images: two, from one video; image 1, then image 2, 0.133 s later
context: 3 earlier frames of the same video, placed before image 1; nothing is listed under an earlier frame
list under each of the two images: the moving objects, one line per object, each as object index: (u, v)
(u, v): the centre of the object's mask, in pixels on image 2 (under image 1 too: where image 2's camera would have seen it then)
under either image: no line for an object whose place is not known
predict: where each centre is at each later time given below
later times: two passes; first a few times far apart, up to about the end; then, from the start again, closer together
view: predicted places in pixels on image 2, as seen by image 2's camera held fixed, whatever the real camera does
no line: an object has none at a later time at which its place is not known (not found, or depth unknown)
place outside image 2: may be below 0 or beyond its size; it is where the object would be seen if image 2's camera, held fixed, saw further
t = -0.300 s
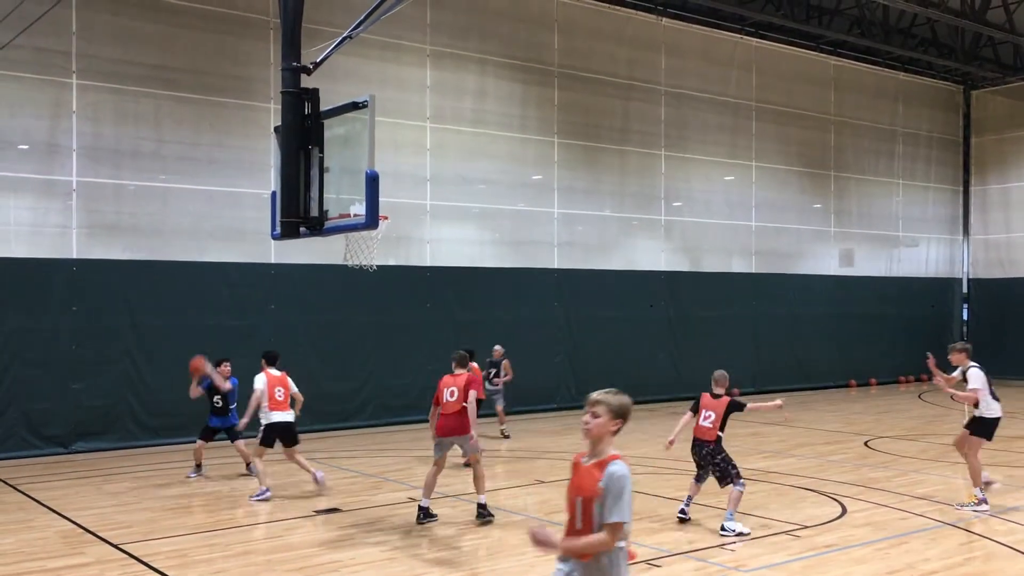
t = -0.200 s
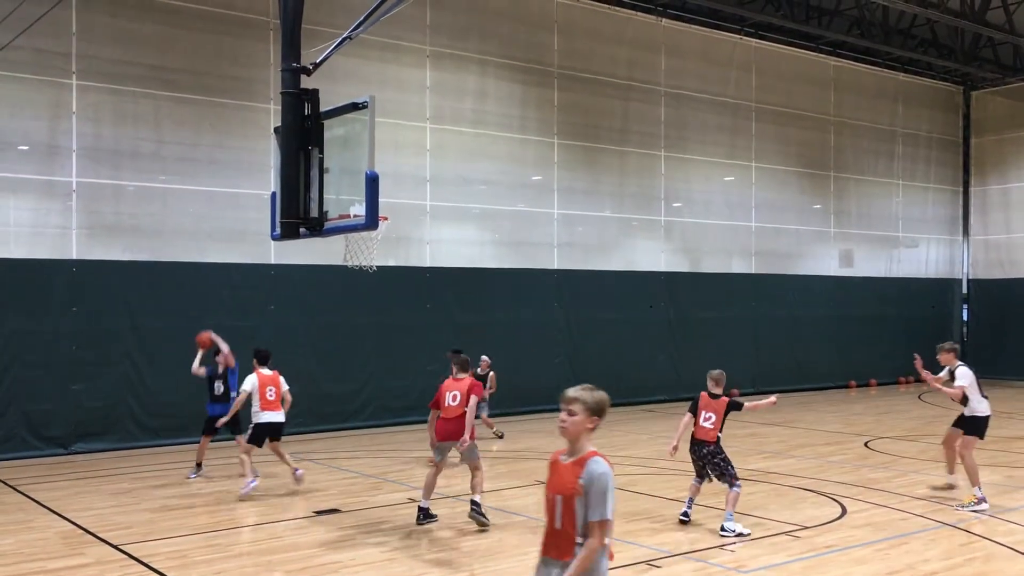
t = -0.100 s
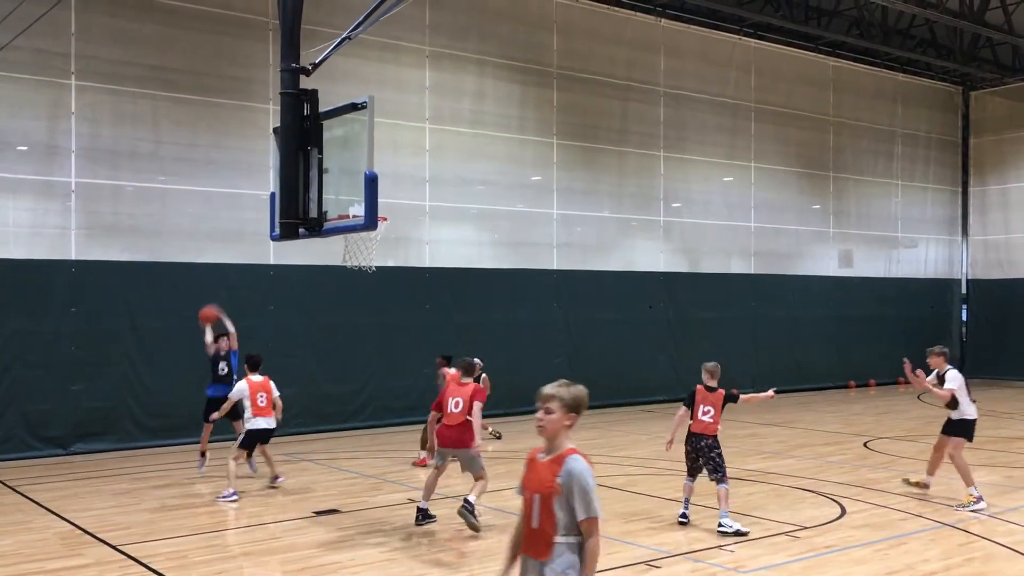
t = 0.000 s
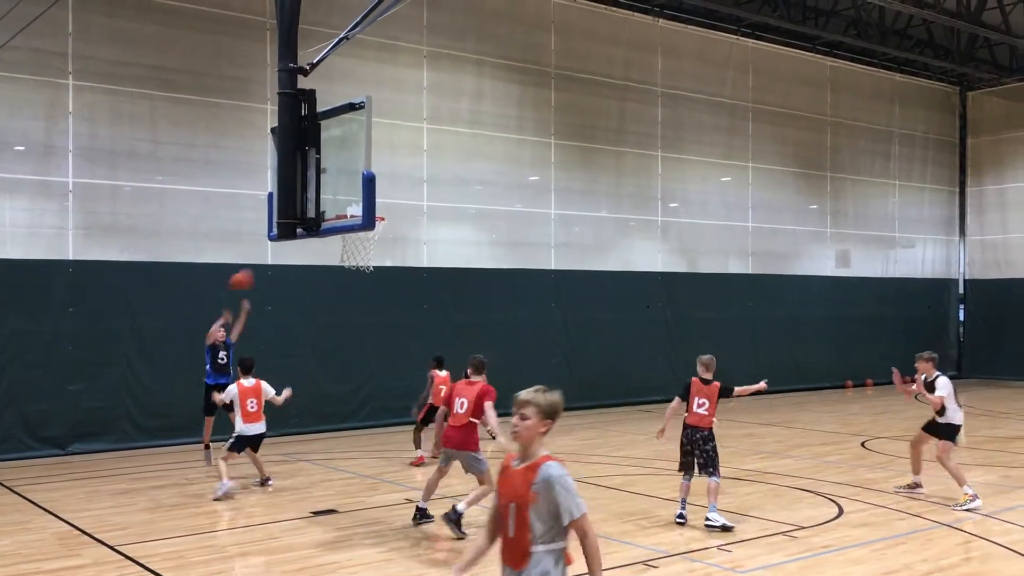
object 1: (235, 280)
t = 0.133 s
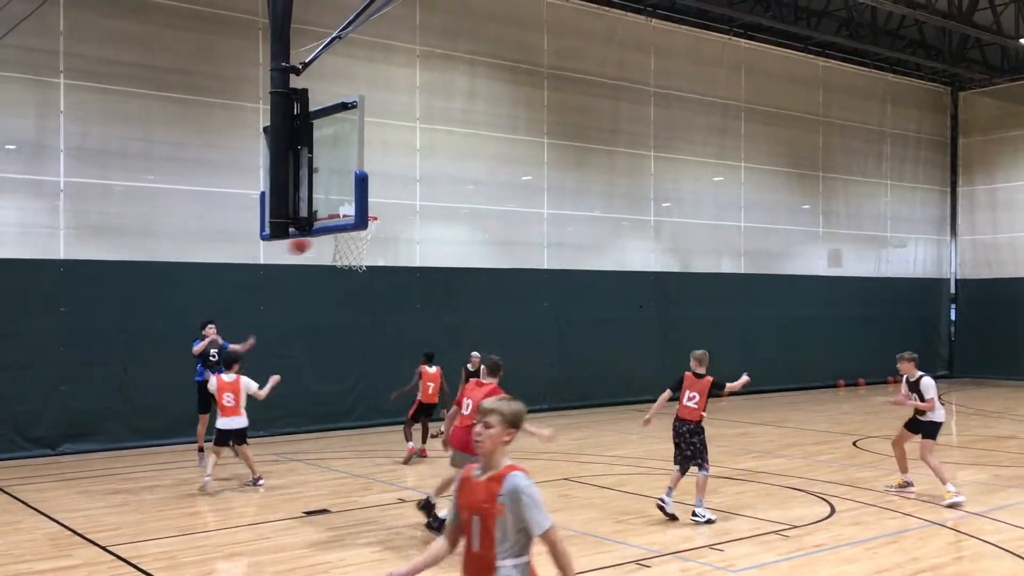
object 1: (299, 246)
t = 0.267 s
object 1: (375, 218)
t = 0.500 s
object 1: (515, 207)
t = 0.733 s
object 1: (690, 251)
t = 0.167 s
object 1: (317, 241)
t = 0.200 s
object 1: (338, 237)
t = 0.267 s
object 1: (375, 218)
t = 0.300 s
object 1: (390, 215)
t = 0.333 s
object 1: (410, 210)
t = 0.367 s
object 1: (430, 208)
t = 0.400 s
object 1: (451, 207)
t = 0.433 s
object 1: (472, 206)
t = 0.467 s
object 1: (493, 206)
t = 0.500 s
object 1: (515, 207)
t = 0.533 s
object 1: (538, 210)
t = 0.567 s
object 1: (562, 213)
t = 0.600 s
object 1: (586, 219)
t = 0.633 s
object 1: (611, 225)
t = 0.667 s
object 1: (636, 232)
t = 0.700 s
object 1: (662, 241)
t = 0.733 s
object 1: (690, 251)
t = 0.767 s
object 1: (719, 263)
